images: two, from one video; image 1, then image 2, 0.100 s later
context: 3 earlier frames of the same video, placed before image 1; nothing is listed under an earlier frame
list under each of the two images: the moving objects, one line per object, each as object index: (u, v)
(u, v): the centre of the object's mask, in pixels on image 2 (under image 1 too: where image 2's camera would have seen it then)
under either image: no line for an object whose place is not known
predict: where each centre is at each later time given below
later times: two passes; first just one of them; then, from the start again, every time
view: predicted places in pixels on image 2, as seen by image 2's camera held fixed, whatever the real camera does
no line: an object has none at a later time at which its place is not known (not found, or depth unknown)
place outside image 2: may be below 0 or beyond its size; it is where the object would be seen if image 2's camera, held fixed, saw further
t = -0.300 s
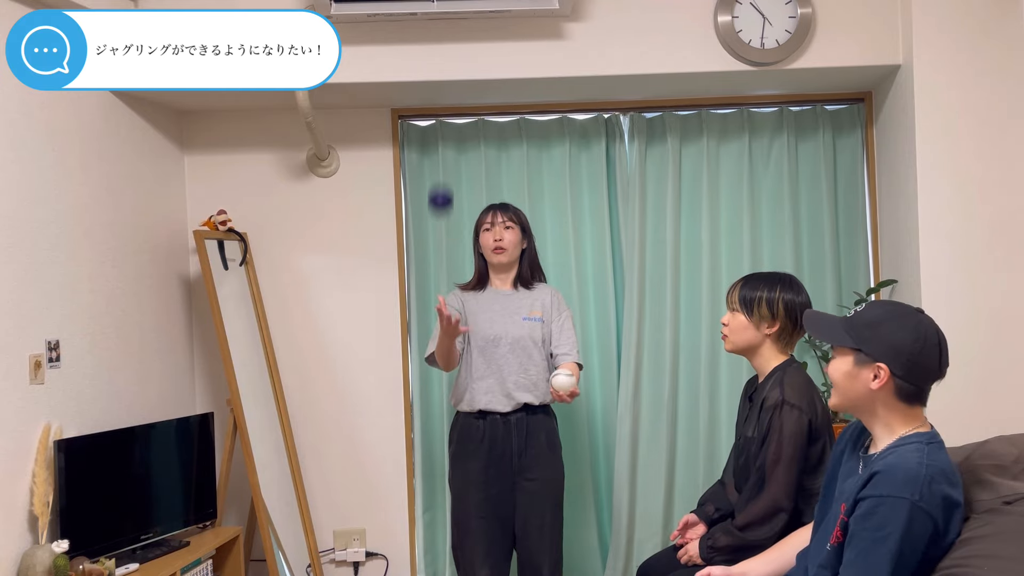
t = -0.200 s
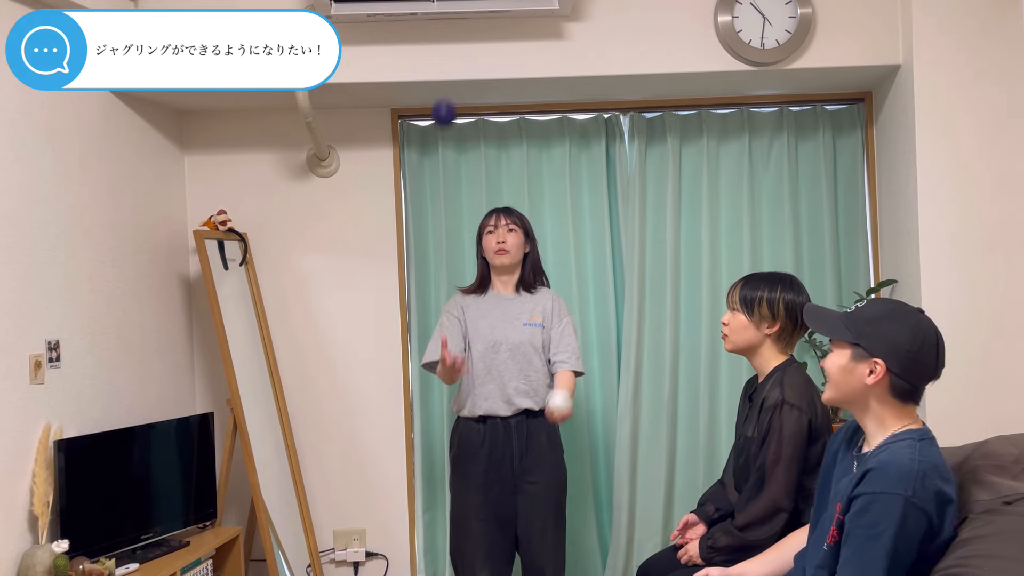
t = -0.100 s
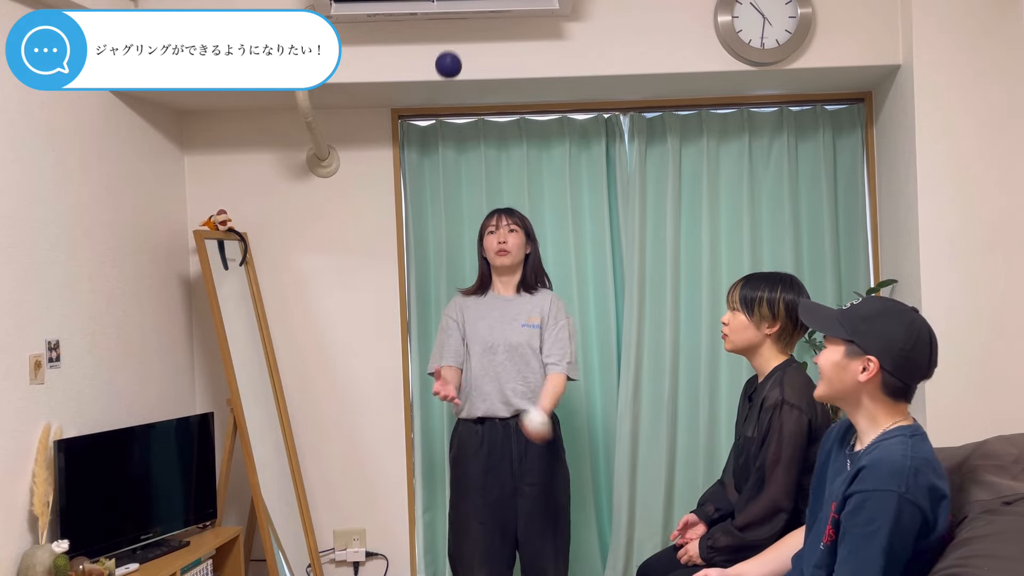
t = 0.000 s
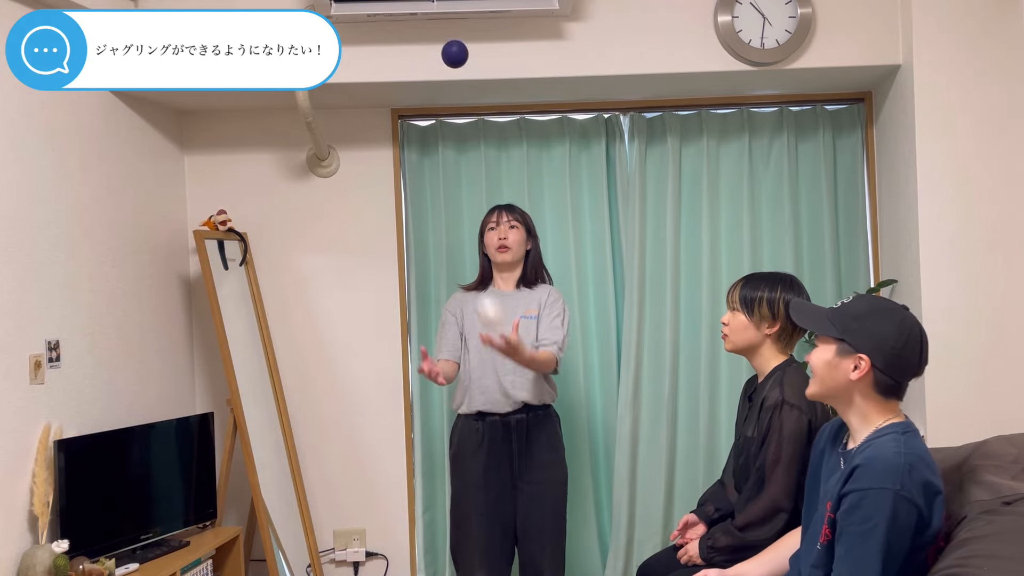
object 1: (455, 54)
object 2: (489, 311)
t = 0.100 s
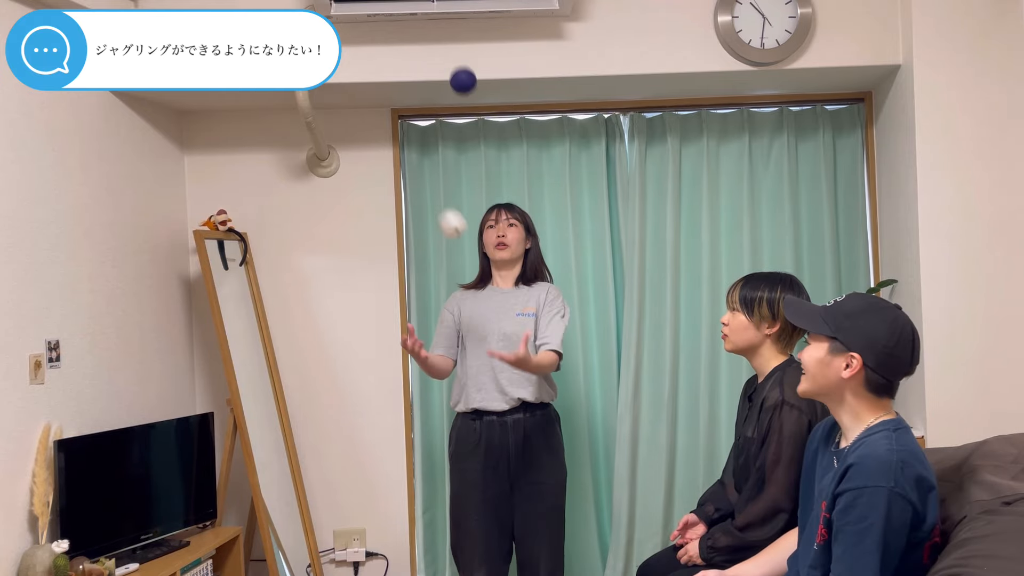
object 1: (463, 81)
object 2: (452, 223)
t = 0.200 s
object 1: (473, 144)
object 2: (418, 174)
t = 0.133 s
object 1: (466, 98)
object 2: (440, 203)
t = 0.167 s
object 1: (469, 119)
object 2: (429, 187)
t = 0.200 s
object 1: (473, 144)
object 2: (418, 174)
